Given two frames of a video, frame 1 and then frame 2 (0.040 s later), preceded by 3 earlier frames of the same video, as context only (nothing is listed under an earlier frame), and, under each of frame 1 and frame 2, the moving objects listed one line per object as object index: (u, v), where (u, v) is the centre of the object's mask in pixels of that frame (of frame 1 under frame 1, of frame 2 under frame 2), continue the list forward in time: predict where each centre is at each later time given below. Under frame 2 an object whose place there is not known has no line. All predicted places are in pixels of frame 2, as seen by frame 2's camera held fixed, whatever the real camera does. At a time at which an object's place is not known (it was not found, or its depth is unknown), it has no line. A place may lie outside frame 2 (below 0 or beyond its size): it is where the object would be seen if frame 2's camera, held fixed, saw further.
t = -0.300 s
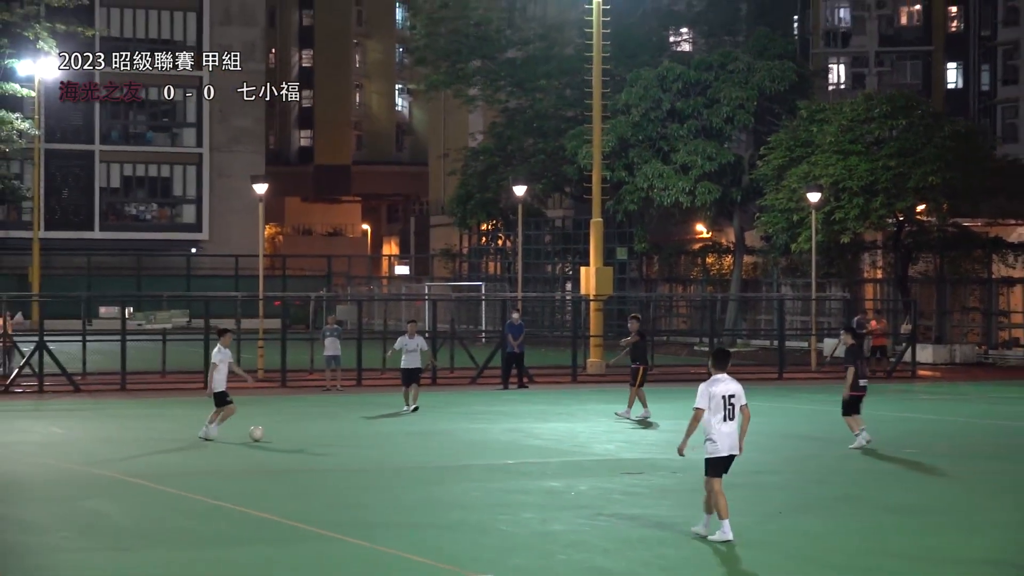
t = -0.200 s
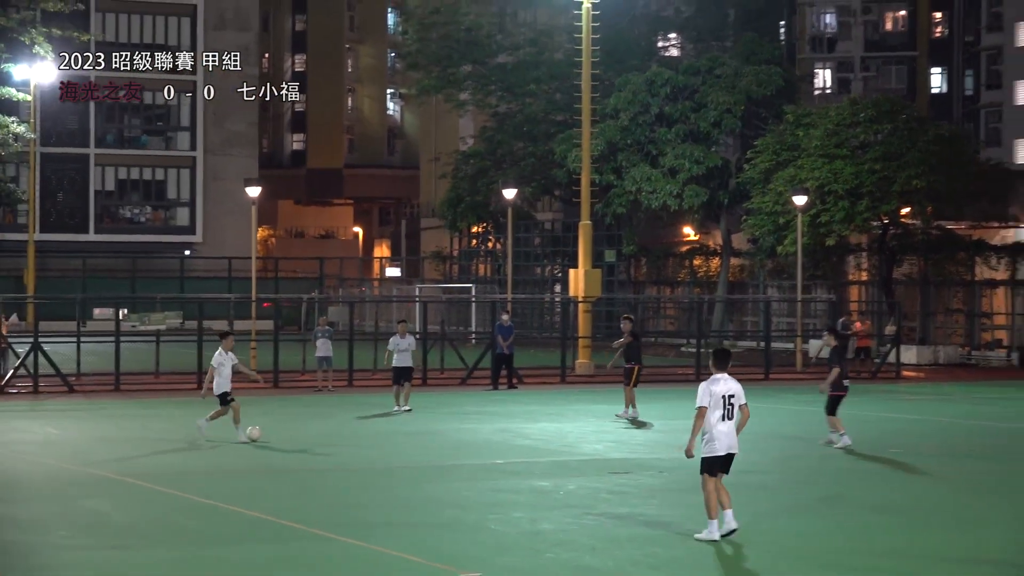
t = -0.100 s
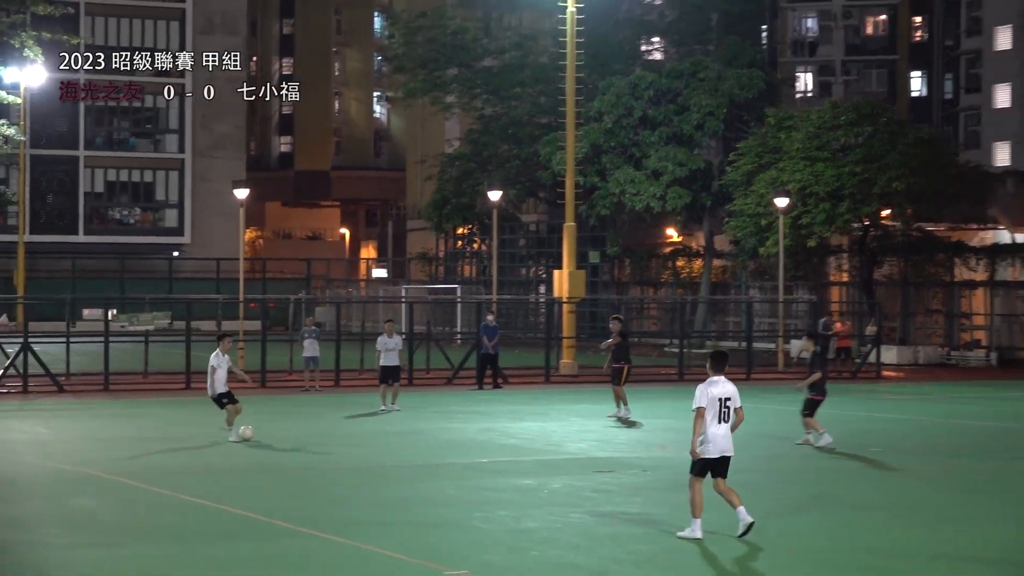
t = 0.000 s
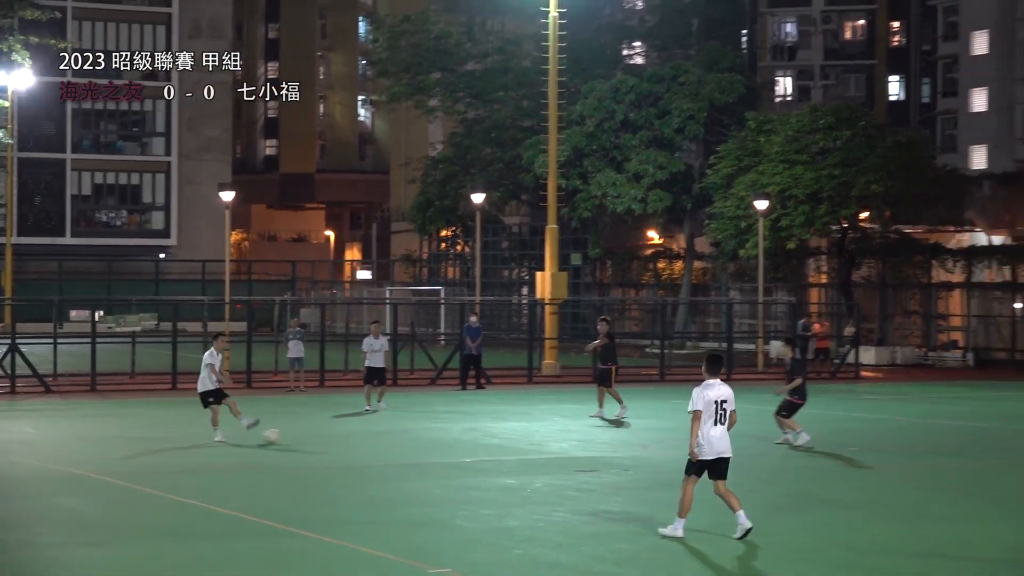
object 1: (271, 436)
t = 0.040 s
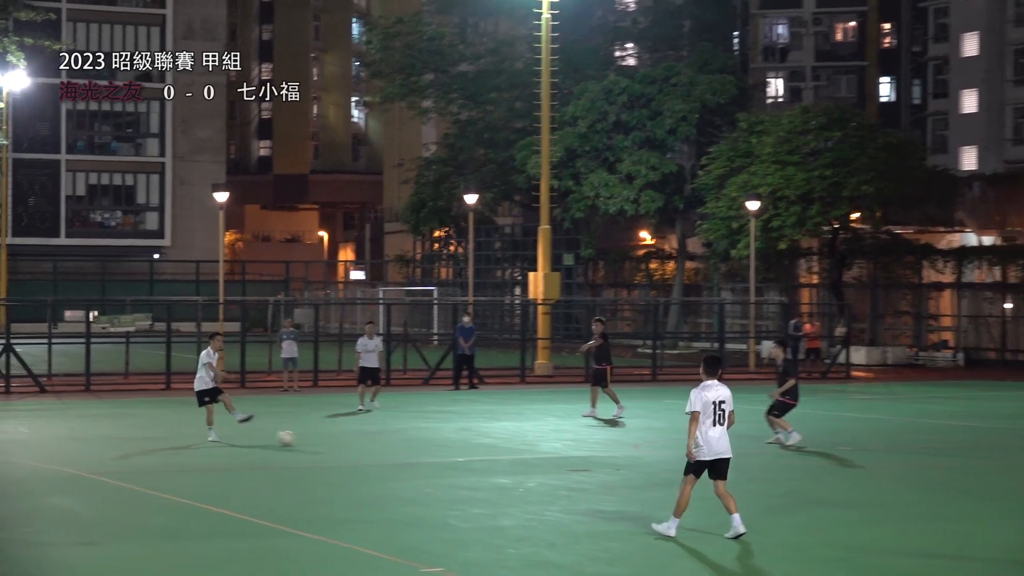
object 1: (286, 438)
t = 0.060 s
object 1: (298, 439)
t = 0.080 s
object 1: (308, 440)
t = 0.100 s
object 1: (320, 440)
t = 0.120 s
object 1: (330, 441)
